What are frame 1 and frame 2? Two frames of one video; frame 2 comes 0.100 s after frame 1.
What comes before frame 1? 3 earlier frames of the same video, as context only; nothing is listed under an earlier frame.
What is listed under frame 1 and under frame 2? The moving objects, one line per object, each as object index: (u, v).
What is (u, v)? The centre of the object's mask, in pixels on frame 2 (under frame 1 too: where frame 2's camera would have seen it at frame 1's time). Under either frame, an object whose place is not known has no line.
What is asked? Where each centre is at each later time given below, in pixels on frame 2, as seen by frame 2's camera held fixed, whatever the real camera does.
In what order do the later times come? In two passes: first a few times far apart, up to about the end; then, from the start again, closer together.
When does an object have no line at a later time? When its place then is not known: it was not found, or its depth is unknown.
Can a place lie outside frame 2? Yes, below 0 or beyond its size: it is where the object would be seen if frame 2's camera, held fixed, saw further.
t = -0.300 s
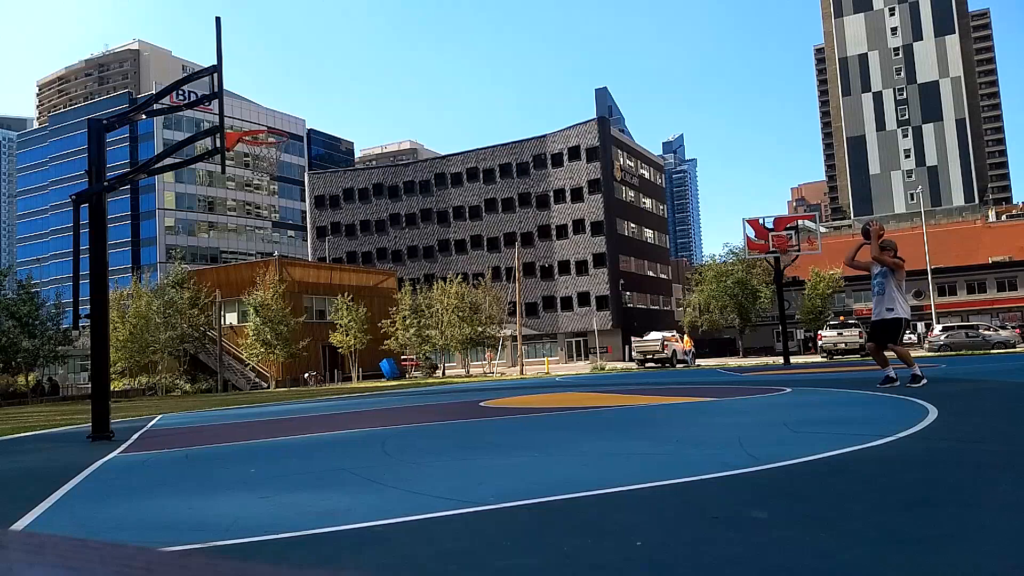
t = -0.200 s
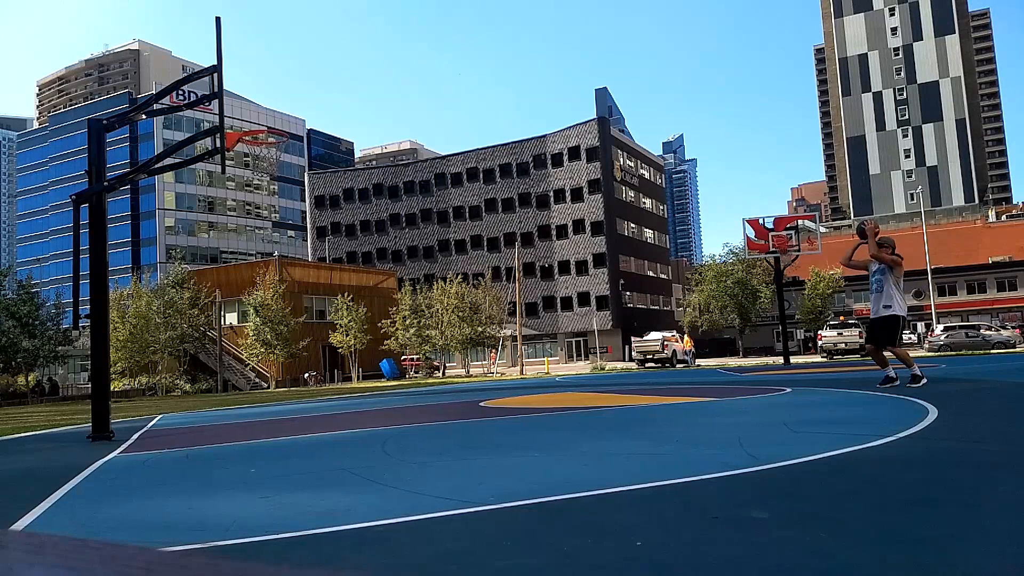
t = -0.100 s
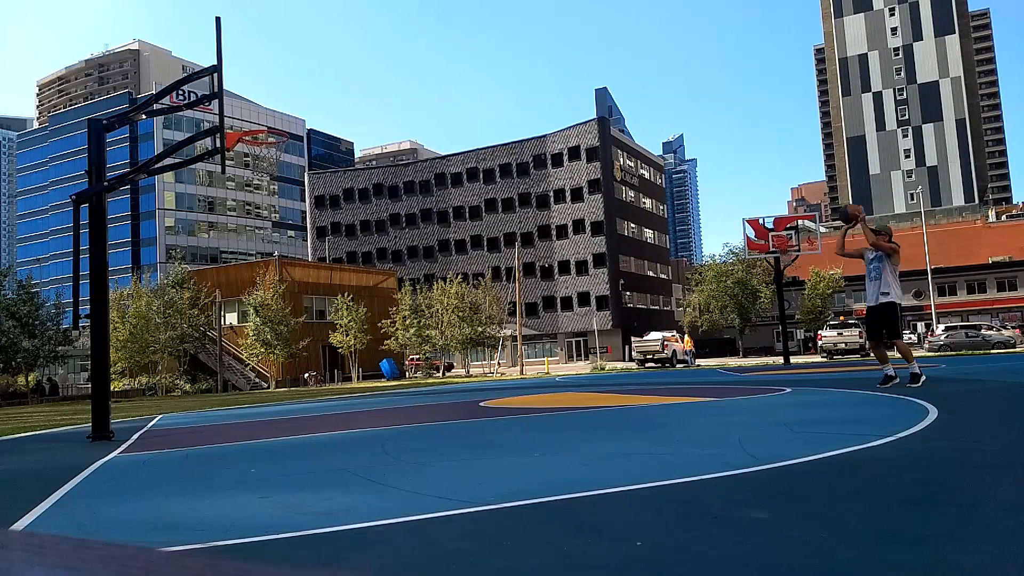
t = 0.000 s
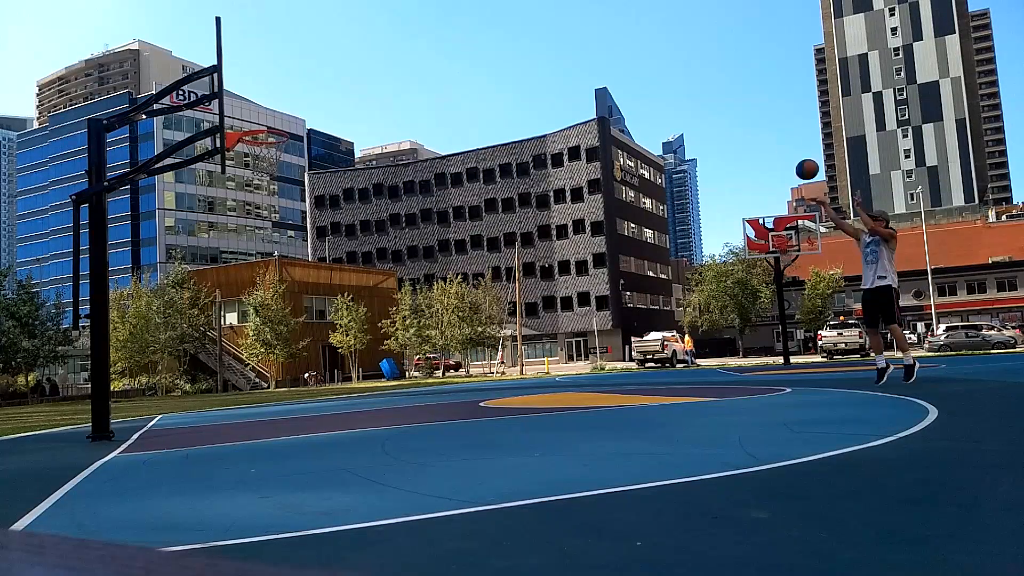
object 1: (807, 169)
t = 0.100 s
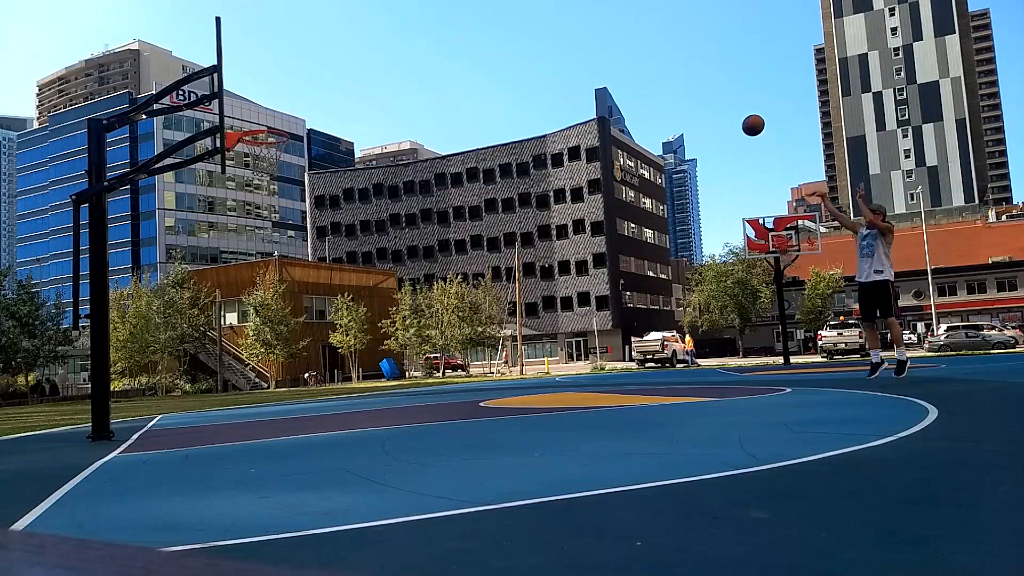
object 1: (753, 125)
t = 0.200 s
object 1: (700, 89)
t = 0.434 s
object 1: (581, 39)
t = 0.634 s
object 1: (473, 32)
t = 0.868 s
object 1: (364, 66)
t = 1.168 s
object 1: (261, 176)
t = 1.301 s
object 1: (275, 222)
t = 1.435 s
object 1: (294, 301)
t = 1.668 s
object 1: (326, 379)
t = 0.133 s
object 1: (735, 112)
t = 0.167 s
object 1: (718, 100)
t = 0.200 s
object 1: (700, 89)
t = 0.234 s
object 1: (683, 79)
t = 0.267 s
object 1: (666, 70)
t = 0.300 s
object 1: (649, 62)
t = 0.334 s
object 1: (632, 55)
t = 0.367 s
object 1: (615, 49)
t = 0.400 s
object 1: (598, 43)
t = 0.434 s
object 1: (581, 39)
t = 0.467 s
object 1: (564, 35)
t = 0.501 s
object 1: (548, 32)
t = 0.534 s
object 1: (523, 30)
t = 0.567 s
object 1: (514, 30)
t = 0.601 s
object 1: (498, 30)
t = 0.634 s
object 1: (473, 32)
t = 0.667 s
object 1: (464, 33)
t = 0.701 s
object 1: (448, 36)
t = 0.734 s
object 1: (423, 42)
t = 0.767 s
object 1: (414, 45)
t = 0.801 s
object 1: (398, 51)
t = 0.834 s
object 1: (373, 62)
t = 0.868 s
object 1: (364, 66)
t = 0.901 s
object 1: (348, 74)
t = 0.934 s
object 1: (323, 89)
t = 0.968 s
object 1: (314, 95)
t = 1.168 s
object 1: (261, 176)
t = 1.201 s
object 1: (263, 182)
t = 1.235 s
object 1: (269, 200)
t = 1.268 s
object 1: (274, 214)
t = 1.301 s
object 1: (275, 222)
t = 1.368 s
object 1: (285, 263)
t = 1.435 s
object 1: (294, 301)
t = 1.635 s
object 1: (320, 397)
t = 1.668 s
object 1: (326, 379)
